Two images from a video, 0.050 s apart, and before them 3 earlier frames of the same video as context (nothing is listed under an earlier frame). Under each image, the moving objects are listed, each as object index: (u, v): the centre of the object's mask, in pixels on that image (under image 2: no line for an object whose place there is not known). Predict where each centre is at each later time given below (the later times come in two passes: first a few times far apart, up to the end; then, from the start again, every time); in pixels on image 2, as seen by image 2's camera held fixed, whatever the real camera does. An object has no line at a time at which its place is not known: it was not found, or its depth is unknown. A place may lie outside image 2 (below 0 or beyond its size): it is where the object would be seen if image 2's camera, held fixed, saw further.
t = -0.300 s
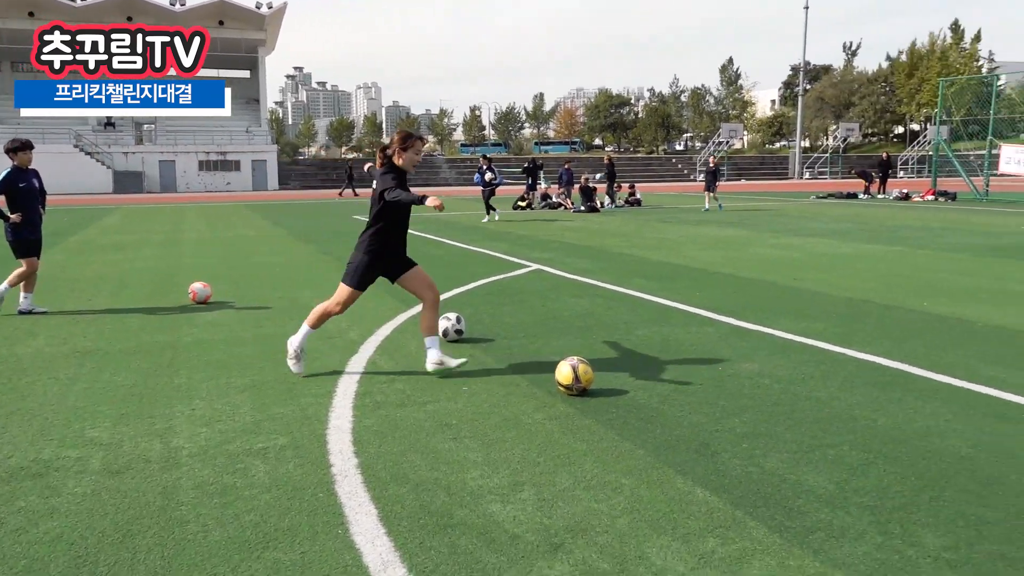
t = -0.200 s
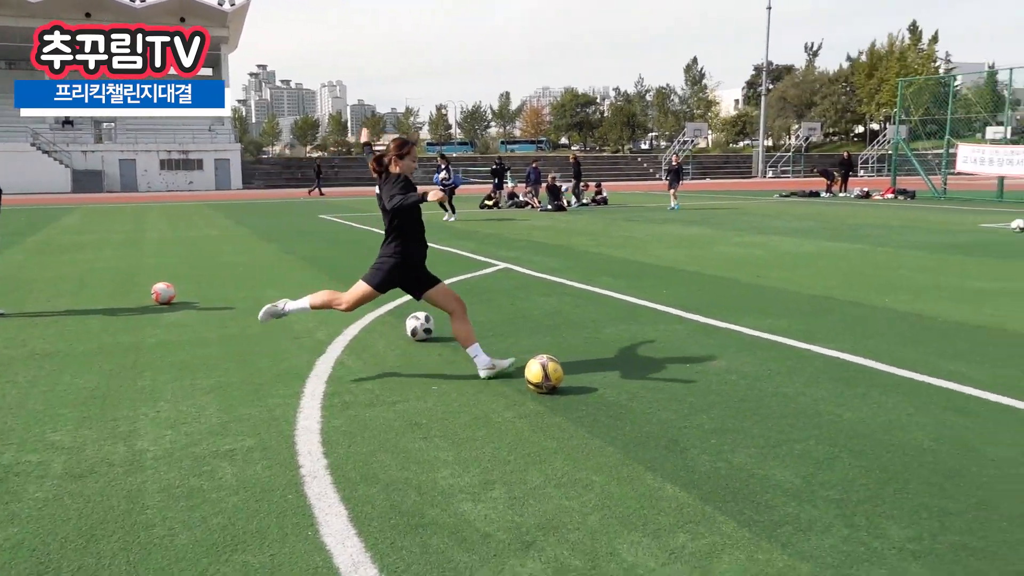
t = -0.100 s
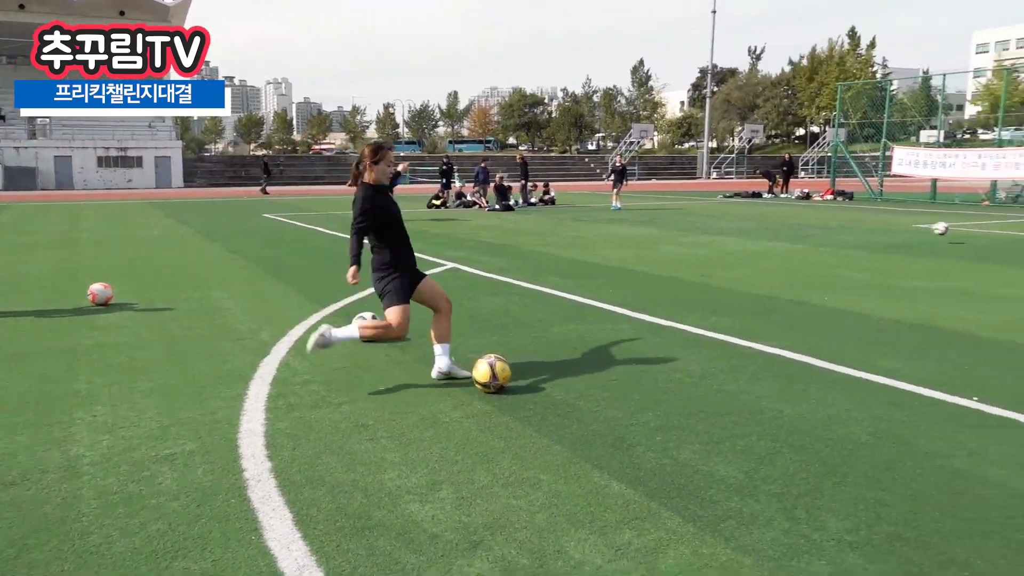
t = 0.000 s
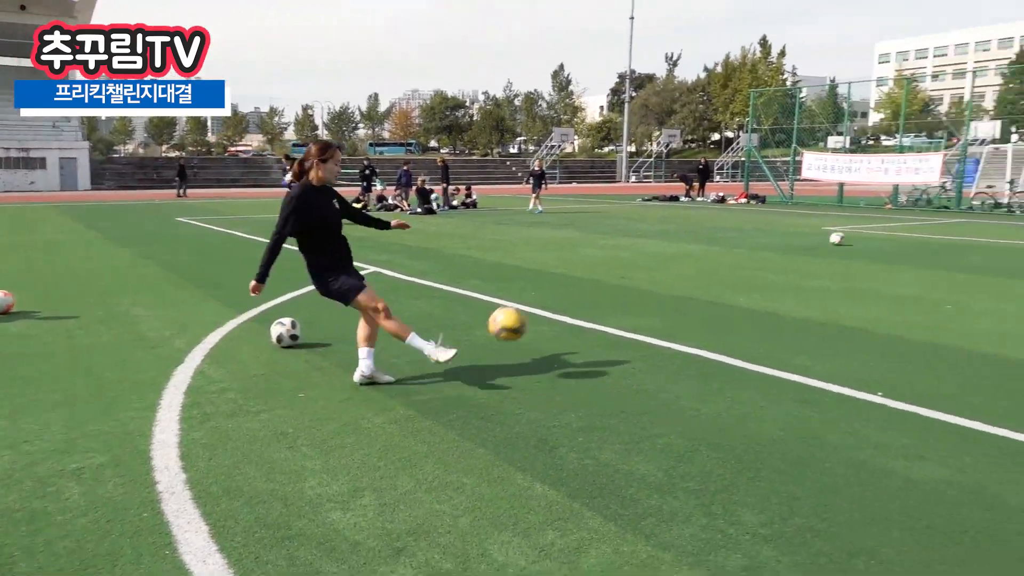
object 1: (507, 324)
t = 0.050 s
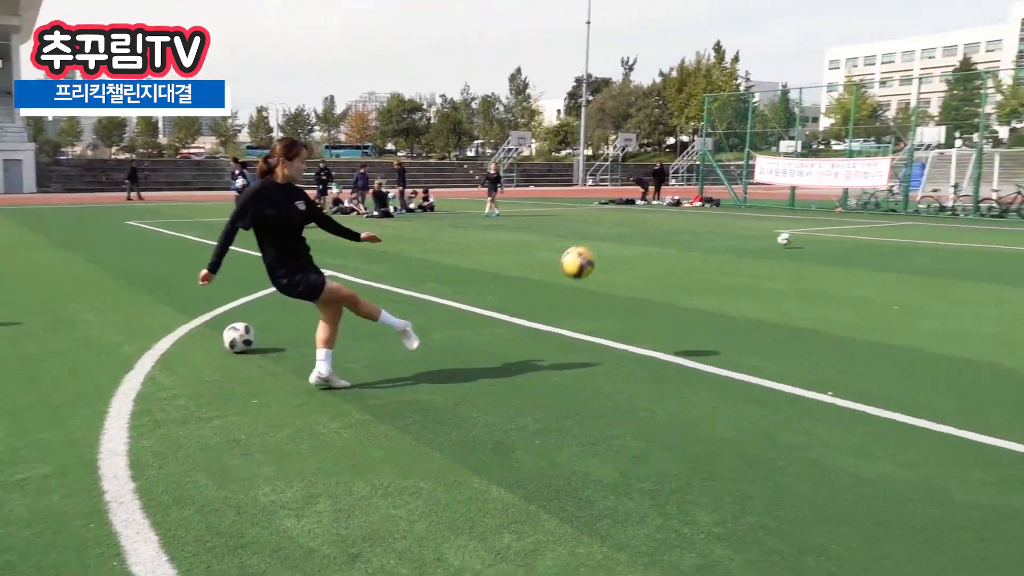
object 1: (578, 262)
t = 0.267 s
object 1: (886, 110)
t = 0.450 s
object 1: (1021, 71)
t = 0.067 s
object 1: (610, 244)
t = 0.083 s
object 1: (640, 227)
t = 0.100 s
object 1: (670, 212)
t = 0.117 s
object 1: (697, 198)
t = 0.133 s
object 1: (723, 185)
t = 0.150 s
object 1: (747, 172)
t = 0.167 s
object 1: (770, 161)
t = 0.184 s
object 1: (792, 150)
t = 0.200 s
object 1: (814, 141)
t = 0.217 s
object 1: (832, 132)
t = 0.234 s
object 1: (852, 124)
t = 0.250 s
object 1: (869, 116)
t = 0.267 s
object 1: (886, 110)
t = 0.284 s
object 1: (902, 105)
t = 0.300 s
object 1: (918, 100)
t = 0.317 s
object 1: (932, 95)
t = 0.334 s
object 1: (945, 90)
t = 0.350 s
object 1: (958, 85)
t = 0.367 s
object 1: (969, 82)
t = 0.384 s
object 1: (981, 79)
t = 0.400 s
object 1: (992, 77)
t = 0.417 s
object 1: (1003, 75)
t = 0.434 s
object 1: (1012, 74)
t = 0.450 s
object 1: (1021, 71)
